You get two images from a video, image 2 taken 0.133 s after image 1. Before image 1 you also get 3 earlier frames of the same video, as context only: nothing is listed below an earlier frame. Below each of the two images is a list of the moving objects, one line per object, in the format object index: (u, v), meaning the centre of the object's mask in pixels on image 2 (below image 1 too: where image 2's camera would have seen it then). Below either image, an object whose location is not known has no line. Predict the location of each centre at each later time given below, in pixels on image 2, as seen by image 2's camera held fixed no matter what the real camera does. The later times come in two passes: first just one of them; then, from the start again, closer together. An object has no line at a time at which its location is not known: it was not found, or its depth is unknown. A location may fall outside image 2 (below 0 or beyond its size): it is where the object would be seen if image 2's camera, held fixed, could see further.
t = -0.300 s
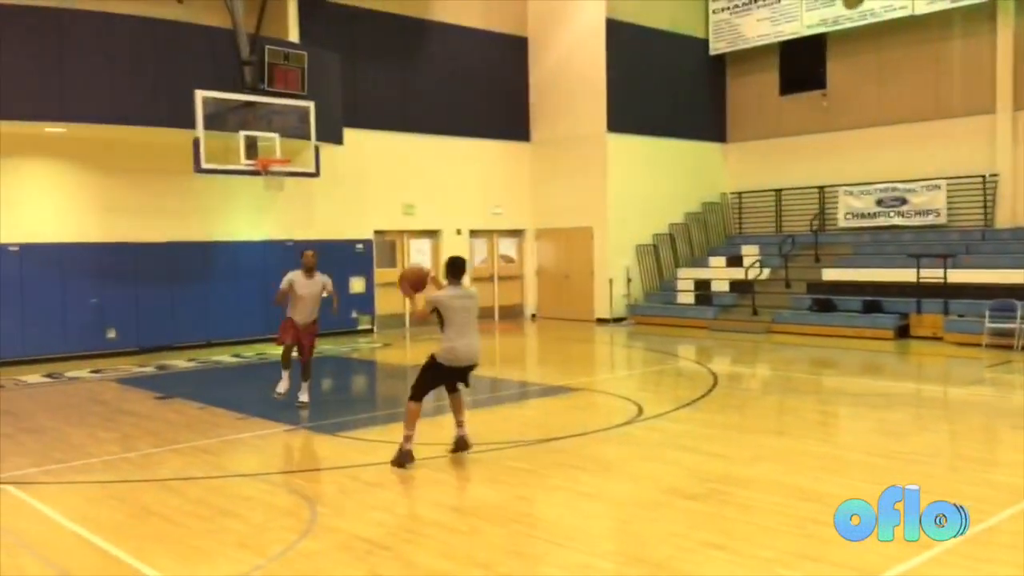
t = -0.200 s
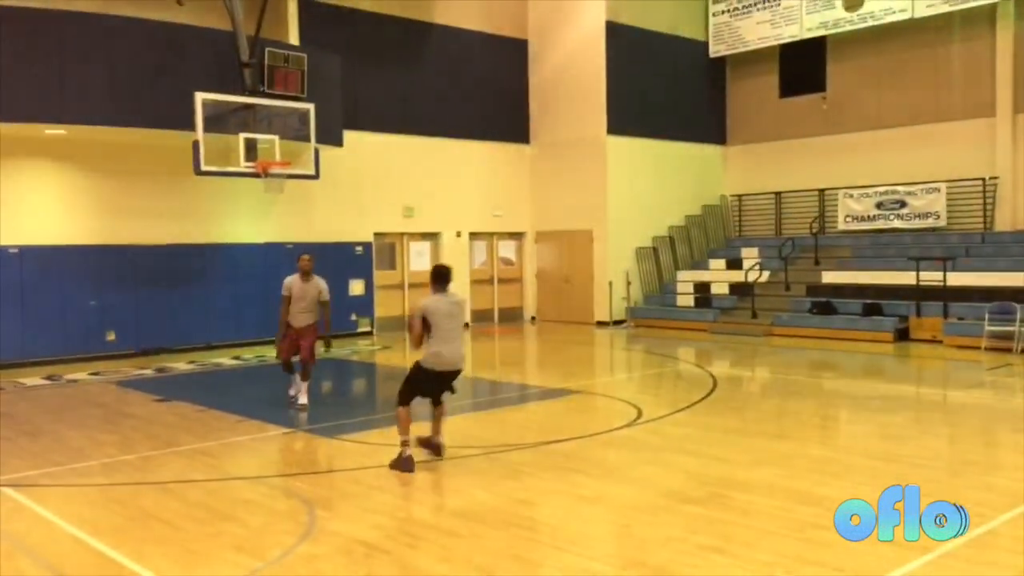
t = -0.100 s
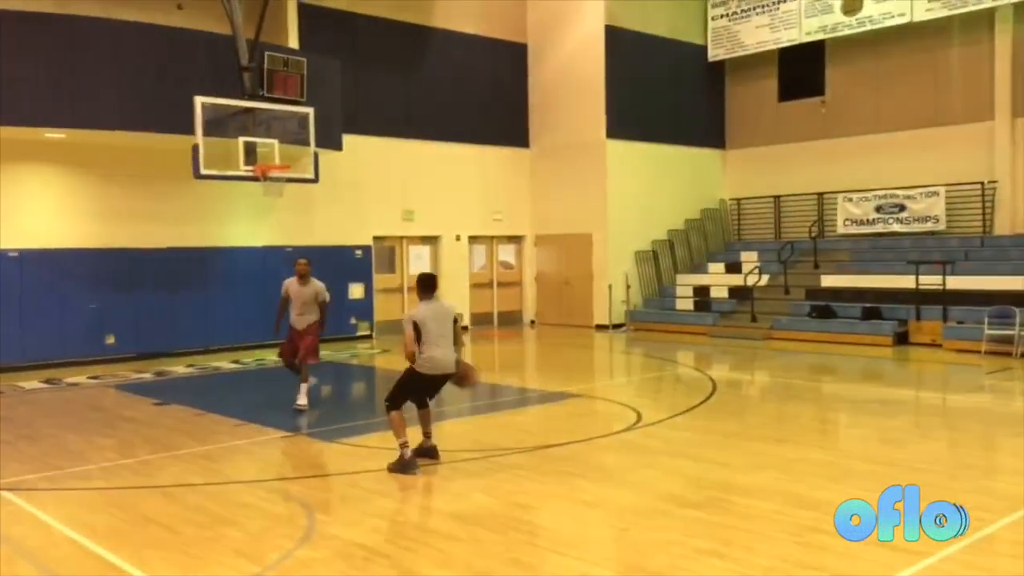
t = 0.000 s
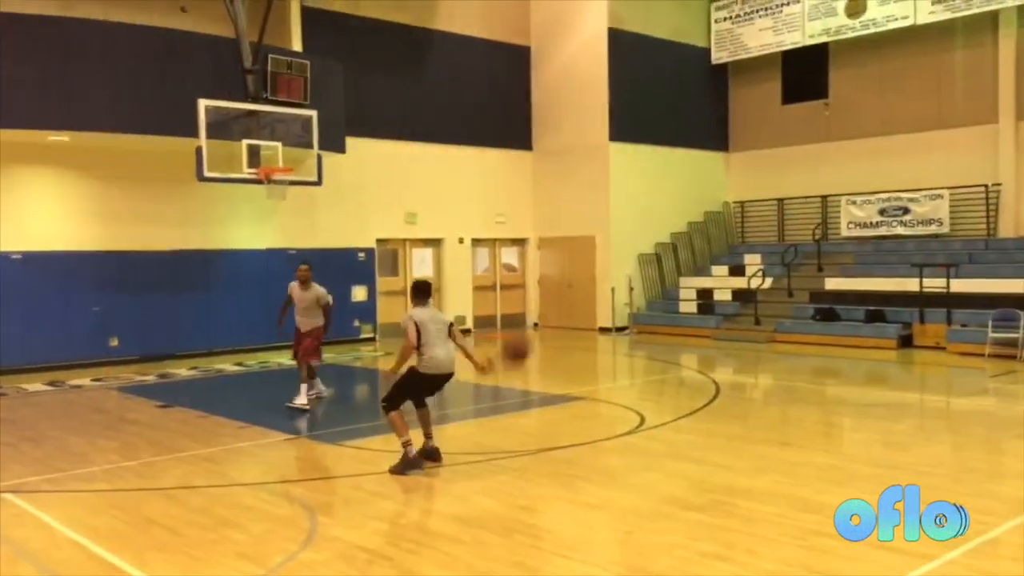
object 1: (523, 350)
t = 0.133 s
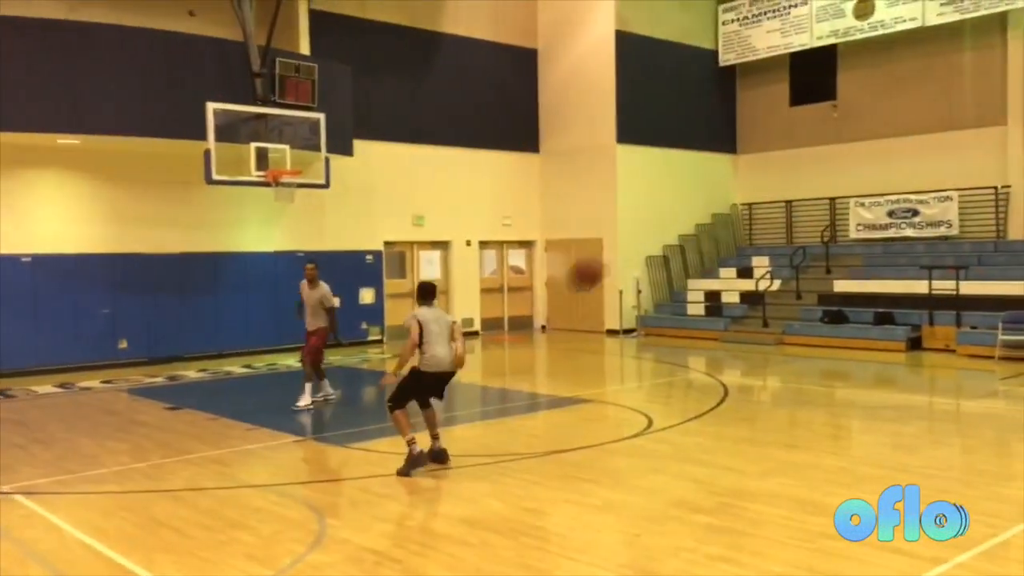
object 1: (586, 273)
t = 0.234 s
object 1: (644, 220)
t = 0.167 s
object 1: (603, 255)
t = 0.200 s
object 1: (624, 236)
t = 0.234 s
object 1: (644, 220)
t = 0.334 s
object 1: (714, 172)
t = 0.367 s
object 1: (741, 159)
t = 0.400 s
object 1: (770, 145)
